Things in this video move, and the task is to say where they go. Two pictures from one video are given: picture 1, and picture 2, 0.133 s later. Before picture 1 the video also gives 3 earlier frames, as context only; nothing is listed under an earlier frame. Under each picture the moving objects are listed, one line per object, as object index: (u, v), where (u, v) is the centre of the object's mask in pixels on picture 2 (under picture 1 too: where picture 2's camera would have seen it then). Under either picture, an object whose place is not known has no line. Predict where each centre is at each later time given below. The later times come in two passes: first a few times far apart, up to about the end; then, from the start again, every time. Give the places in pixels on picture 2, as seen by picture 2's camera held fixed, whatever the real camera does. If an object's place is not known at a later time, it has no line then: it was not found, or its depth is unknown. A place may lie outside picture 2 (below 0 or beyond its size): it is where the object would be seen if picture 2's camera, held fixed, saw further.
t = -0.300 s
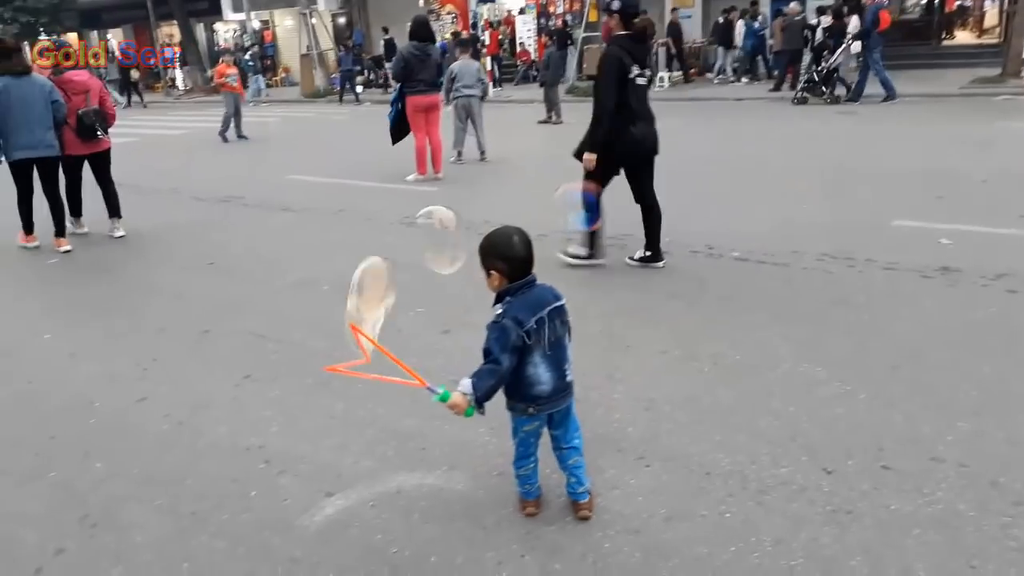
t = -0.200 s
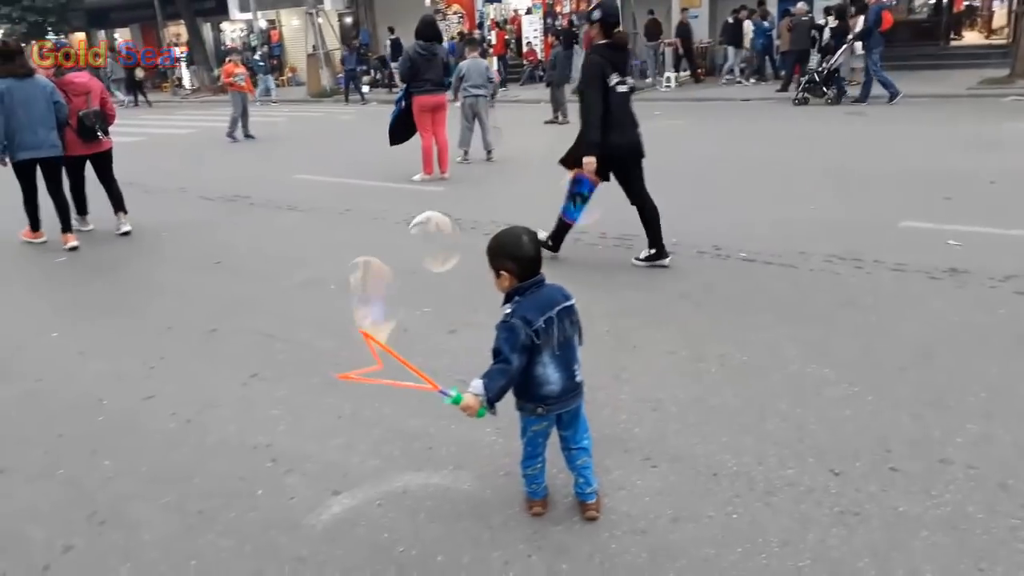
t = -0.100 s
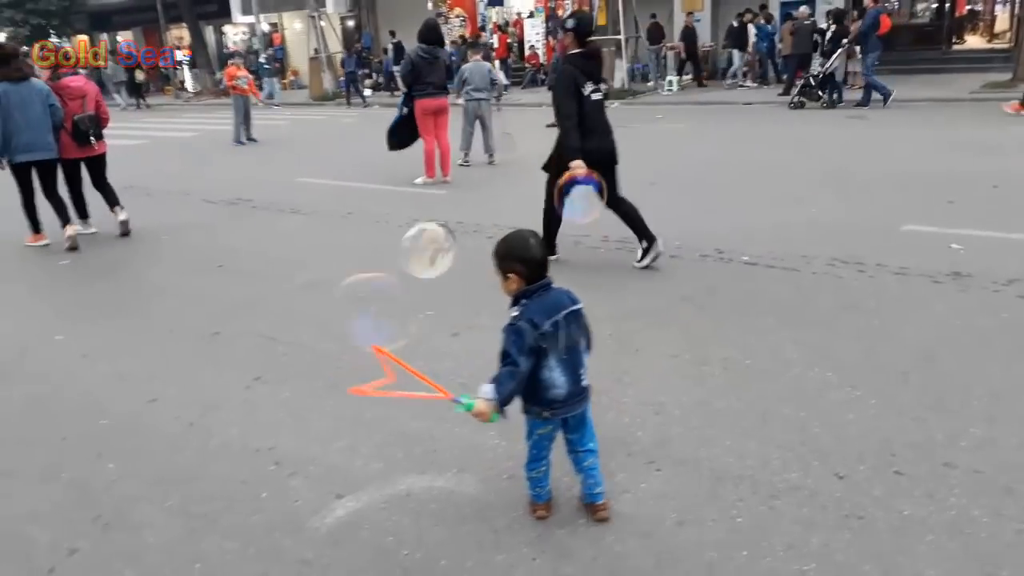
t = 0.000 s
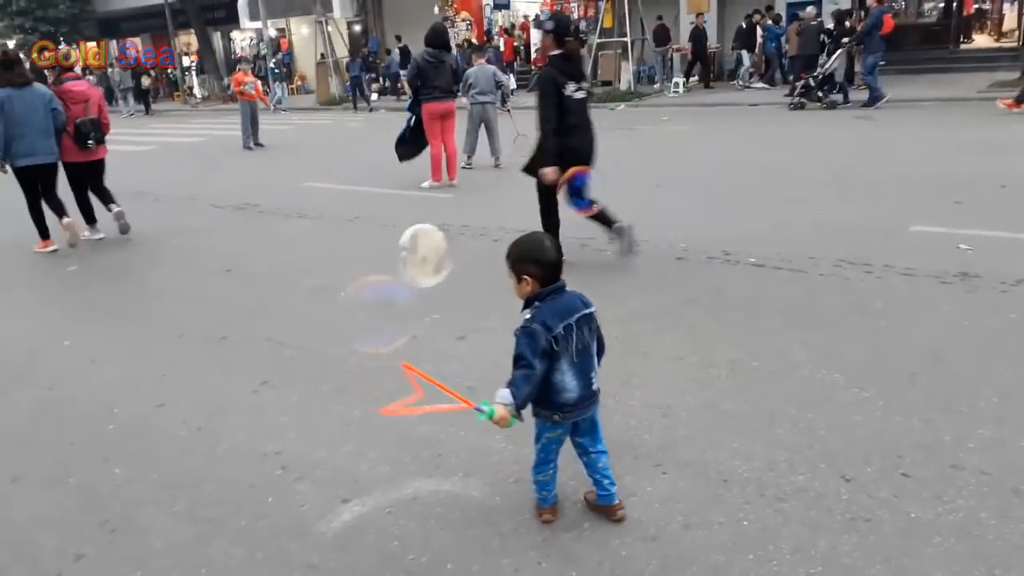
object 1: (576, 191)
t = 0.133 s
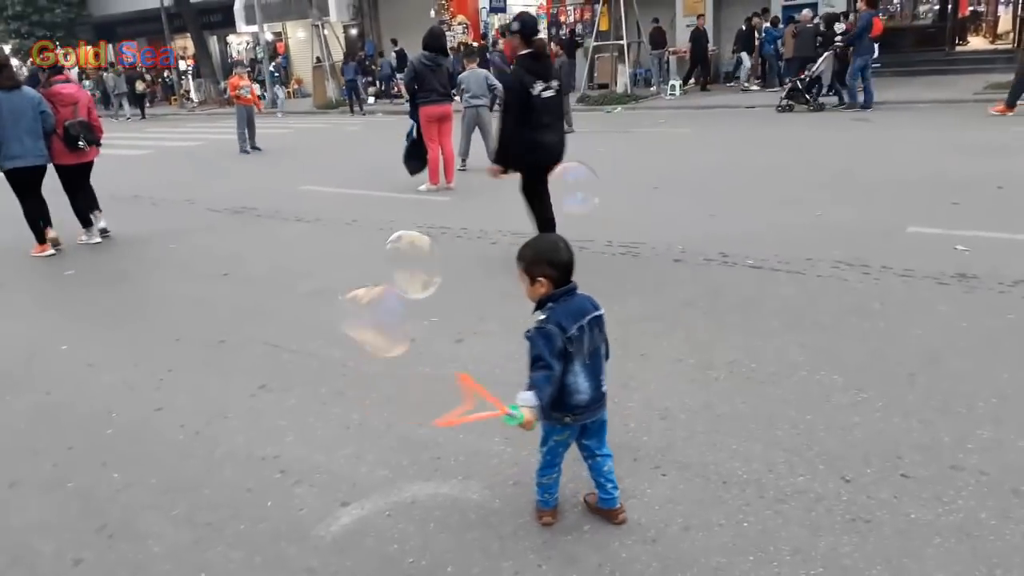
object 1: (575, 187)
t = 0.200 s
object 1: (573, 184)
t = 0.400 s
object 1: (560, 174)
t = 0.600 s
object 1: (550, 166)
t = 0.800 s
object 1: (535, 161)
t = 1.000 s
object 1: (523, 155)
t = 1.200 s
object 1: (513, 146)
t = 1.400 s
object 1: (486, 142)
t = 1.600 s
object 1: (481, 133)
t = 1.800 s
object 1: (468, 119)
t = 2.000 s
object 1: (461, 104)
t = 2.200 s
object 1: (456, 89)
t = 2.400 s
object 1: (456, 74)
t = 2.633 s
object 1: (457, 60)
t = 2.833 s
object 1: (462, 48)
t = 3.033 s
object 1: (470, 44)
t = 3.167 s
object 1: (477, 40)
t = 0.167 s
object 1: (576, 185)
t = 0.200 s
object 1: (573, 184)
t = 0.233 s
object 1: (573, 182)
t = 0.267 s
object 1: (571, 181)
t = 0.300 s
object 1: (570, 180)
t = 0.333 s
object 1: (567, 177)
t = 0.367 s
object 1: (563, 176)
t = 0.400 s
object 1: (560, 174)
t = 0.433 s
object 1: (559, 172)
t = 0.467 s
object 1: (557, 171)
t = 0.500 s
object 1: (555, 169)
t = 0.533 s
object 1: (555, 168)
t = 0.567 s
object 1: (553, 167)
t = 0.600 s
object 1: (550, 166)
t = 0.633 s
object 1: (548, 164)
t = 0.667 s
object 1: (545, 164)
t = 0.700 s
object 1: (543, 163)
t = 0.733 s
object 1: (541, 162)
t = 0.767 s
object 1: (537, 162)
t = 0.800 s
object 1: (535, 161)
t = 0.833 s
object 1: (532, 160)
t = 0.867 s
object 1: (531, 158)
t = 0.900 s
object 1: (529, 158)
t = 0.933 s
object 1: (527, 157)
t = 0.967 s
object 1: (525, 157)
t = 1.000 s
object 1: (523, 155)
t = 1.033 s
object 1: (522, 154)
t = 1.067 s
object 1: (519, 153)
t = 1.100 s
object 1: (518, 152)
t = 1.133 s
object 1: (517, 150)
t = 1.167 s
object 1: (516, 149)
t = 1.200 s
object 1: (513, 146)
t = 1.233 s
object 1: (512, 144)
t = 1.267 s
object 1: (508, 141)
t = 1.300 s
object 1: (505, 136)
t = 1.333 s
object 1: (493, 137)
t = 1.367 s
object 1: (489, 140)
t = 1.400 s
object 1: (486, 142)
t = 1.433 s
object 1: (486, 140)
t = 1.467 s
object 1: (485, 139)
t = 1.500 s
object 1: (485, 138)
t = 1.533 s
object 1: (484, 136)
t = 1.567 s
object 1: (482, 134)
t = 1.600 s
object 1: (481, 133)
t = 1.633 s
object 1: (479, 131)
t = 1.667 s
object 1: (476, 128)
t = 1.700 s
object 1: (475, 126)
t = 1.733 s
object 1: (473, 124)
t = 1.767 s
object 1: (471, 121)
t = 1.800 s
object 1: (468, 119)
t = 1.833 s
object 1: (468, 117)
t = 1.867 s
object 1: (467, 115)
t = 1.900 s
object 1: (467, 112)
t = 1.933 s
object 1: (465, 110)
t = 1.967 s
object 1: (463, 107)
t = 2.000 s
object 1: (461, 104)
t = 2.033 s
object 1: (460, 102)
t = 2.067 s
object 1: (458, 99)
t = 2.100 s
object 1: (457, 96)
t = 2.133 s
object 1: (456, 94)
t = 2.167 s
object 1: (456, 91)
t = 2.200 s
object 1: (456, 89)
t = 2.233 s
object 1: (456, 86)
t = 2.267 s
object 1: (456, 84)
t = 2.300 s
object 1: (456, 81)
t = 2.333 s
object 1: (456, 79)
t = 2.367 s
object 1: (456, 77)
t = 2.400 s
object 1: (456, 74)
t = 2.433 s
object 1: (456, 72)
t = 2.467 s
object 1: (456, 70)
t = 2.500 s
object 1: (456, 68)
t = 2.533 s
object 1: (457, 66)
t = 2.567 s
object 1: (457, 64)
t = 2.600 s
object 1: (457, 63)
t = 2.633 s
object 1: (457, 60)
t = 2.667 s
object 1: (458, 58)
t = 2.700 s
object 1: (458, 56)
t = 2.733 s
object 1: (459, 54)
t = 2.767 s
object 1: (460, 53)
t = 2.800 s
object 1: (459, 52)
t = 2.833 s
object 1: (462, 48)
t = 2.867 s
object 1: (464, 48)
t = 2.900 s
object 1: (464, 47)
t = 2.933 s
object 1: (466, 45)
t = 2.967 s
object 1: (466, 44)
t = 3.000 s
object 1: (469, 44)
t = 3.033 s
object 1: (470, 44)
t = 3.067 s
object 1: (470, 42)
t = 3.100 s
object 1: (472, 40)
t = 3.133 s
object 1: (476, 40)
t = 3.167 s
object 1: (477, 40)
